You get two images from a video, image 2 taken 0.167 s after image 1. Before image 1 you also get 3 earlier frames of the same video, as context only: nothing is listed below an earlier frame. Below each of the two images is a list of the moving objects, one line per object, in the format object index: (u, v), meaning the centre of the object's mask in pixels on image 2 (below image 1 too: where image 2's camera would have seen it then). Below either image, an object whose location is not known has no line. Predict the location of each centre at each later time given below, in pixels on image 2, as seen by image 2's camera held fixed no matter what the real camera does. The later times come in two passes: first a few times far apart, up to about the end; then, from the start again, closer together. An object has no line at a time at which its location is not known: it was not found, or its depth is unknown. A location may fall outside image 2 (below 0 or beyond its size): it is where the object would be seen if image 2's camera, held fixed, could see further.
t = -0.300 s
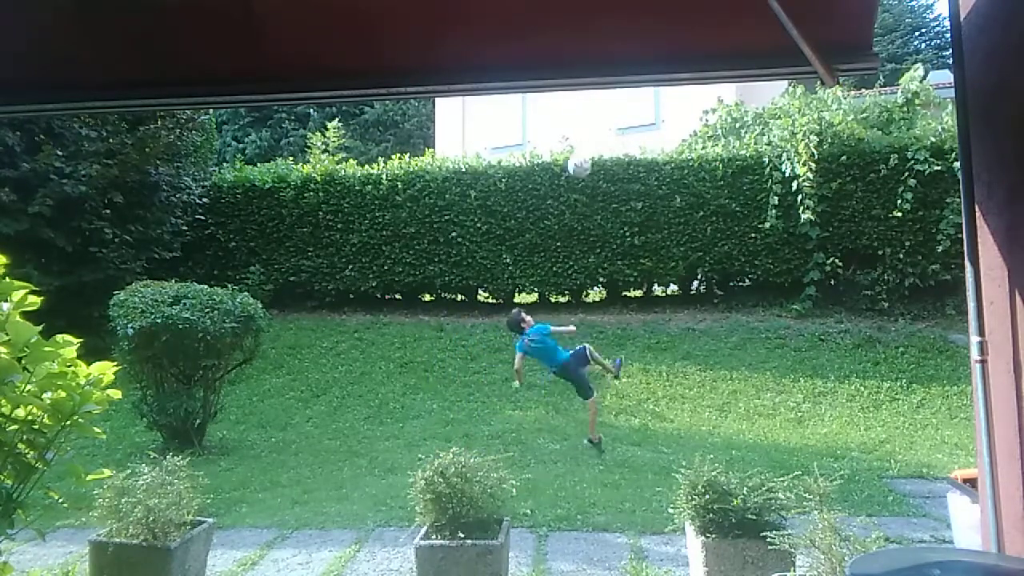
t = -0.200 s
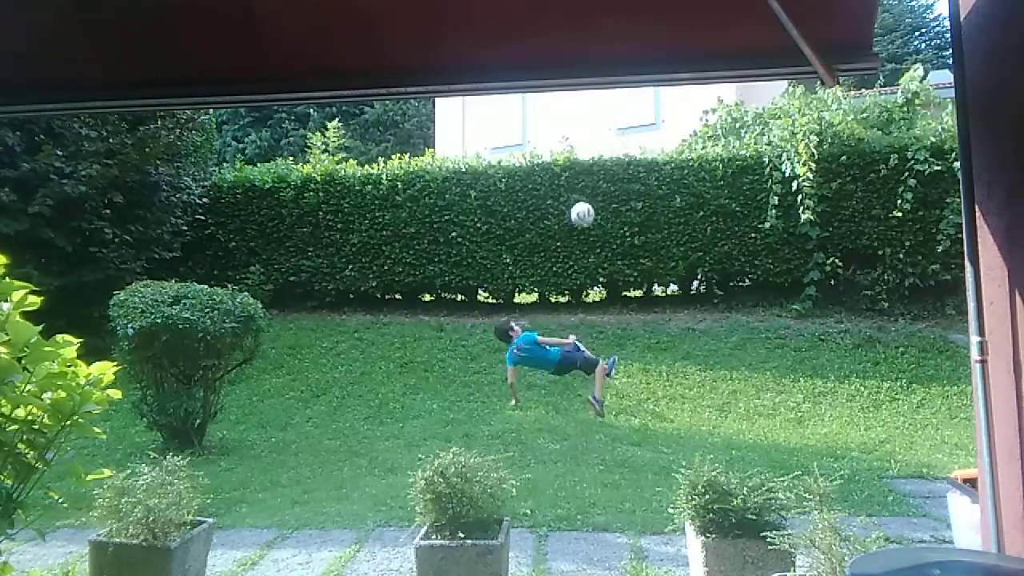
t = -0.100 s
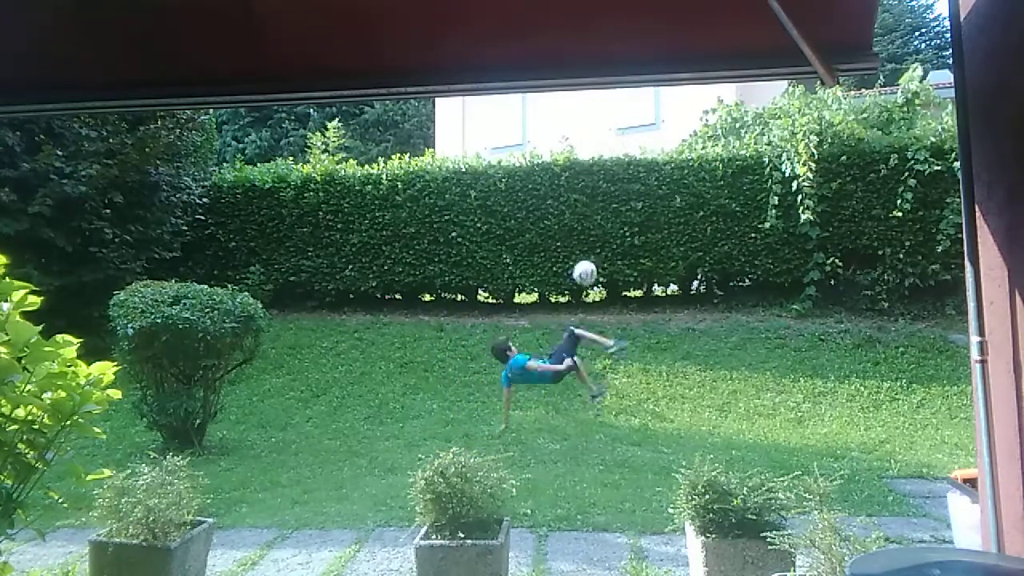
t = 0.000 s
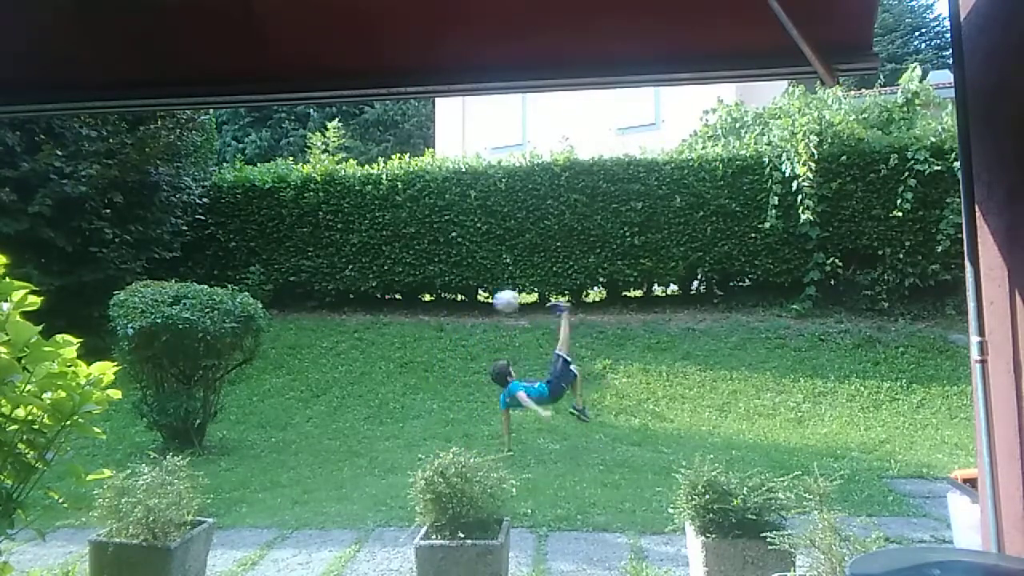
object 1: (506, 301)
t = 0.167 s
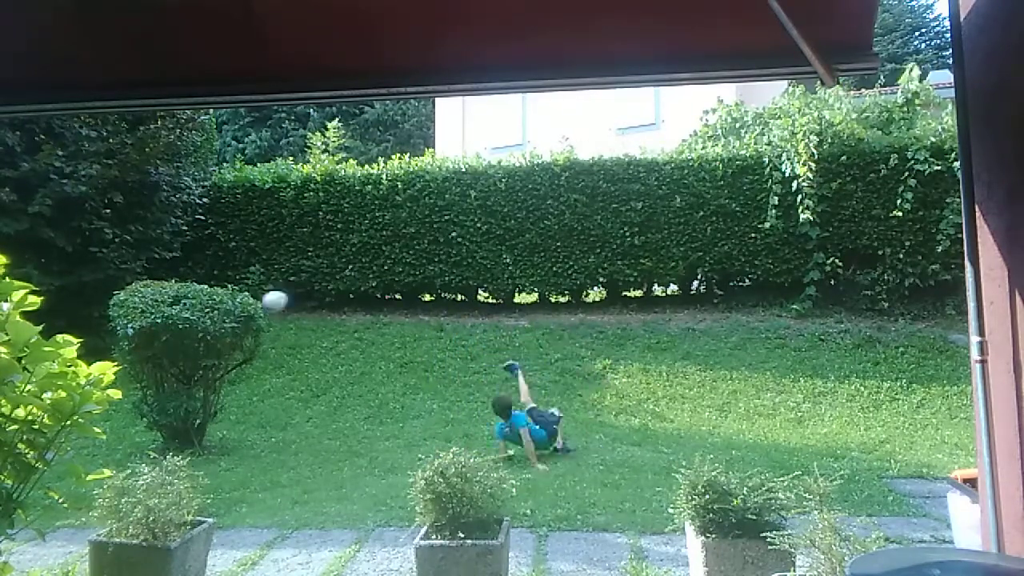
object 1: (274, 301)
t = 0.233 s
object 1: (223, 285)
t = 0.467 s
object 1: (125, 245)
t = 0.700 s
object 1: (35, 249)
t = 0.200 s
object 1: (245, 293)
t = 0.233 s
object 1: (223, 285)
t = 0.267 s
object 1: (208, 280)
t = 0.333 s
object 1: (180, 264)
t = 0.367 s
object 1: (166, 258)
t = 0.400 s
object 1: (152, 252)
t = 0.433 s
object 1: (139, 248)
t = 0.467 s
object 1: (125, 245)
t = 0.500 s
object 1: (112, 243)
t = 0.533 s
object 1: (98, 241)
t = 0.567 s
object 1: (85, 241)
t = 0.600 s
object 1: (72, 242)
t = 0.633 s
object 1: (60, 243)
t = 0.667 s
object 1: (47, 246)
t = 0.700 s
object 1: (35, 249)
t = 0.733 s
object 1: (22, 254)
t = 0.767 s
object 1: (13, 259)
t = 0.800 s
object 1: (6, 264)
